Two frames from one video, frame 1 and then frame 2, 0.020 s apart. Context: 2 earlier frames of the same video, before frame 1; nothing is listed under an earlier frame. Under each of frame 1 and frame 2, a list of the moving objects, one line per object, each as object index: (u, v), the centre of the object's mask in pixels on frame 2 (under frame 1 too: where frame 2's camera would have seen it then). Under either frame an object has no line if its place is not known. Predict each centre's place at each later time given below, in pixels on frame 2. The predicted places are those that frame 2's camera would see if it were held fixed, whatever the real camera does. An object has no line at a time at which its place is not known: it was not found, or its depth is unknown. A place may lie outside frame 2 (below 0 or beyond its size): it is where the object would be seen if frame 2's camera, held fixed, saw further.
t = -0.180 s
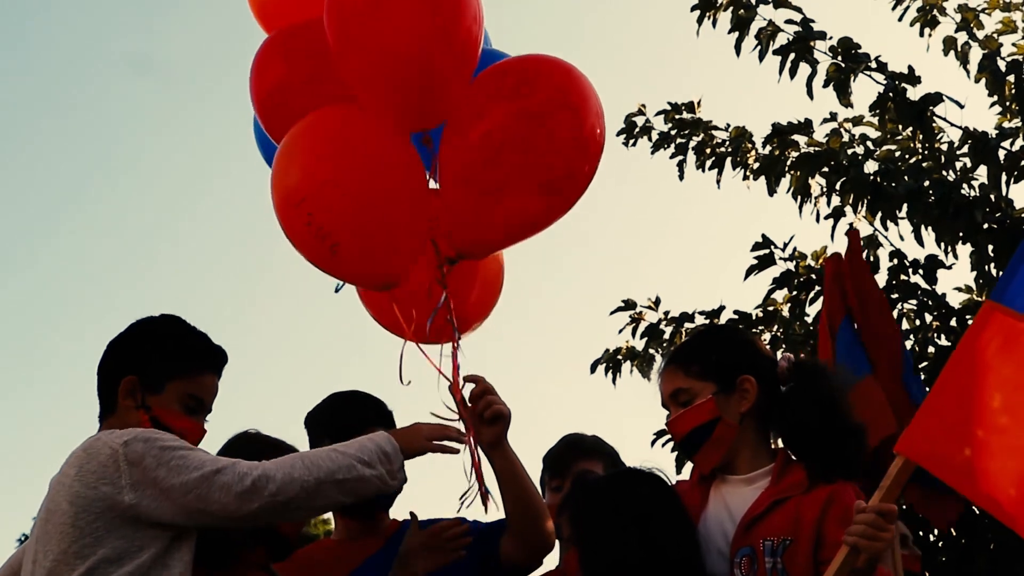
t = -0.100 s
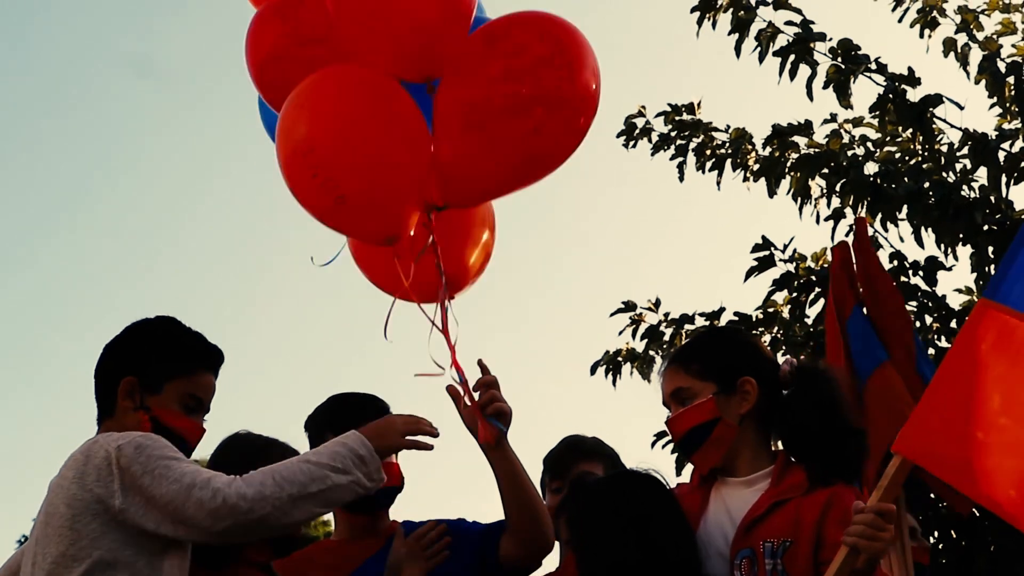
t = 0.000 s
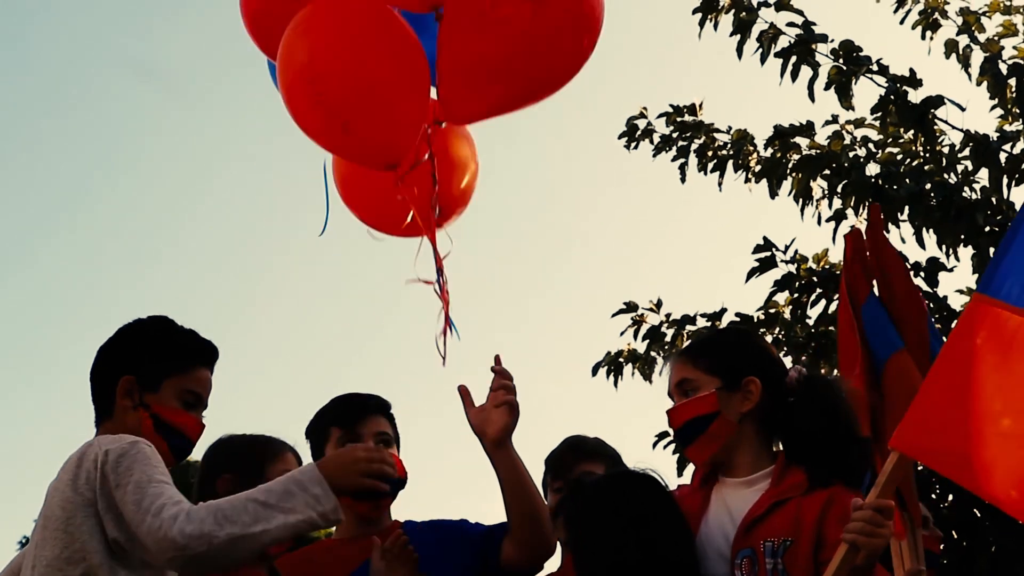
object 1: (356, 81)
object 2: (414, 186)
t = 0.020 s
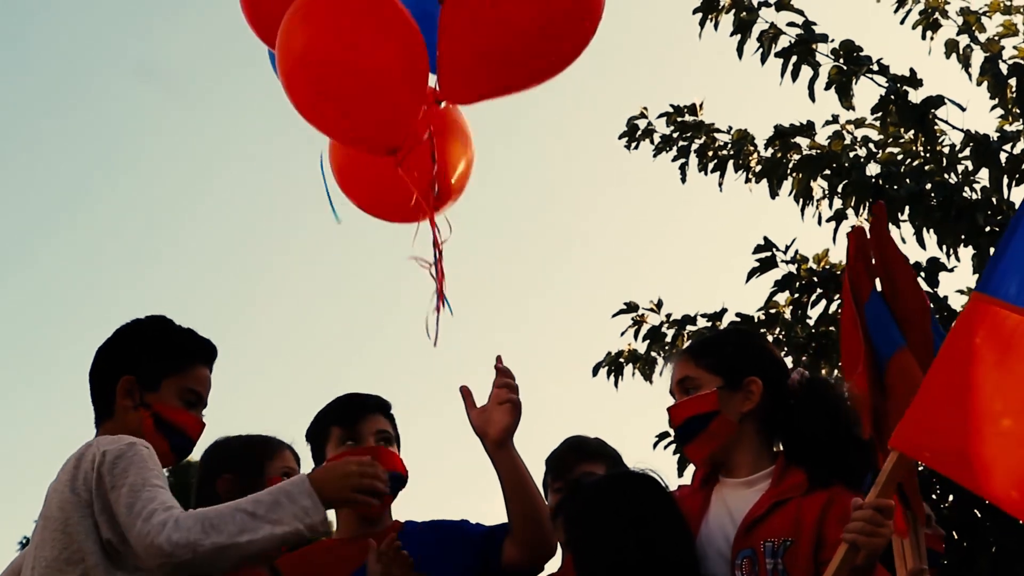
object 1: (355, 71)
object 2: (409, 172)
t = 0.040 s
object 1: (354, 61)
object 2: (403, 158)
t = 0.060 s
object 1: (352, 53)
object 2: (397, 142)
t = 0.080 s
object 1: (350, 45)
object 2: (389, 128)
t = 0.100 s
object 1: (348, 37)
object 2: (375, 116)
